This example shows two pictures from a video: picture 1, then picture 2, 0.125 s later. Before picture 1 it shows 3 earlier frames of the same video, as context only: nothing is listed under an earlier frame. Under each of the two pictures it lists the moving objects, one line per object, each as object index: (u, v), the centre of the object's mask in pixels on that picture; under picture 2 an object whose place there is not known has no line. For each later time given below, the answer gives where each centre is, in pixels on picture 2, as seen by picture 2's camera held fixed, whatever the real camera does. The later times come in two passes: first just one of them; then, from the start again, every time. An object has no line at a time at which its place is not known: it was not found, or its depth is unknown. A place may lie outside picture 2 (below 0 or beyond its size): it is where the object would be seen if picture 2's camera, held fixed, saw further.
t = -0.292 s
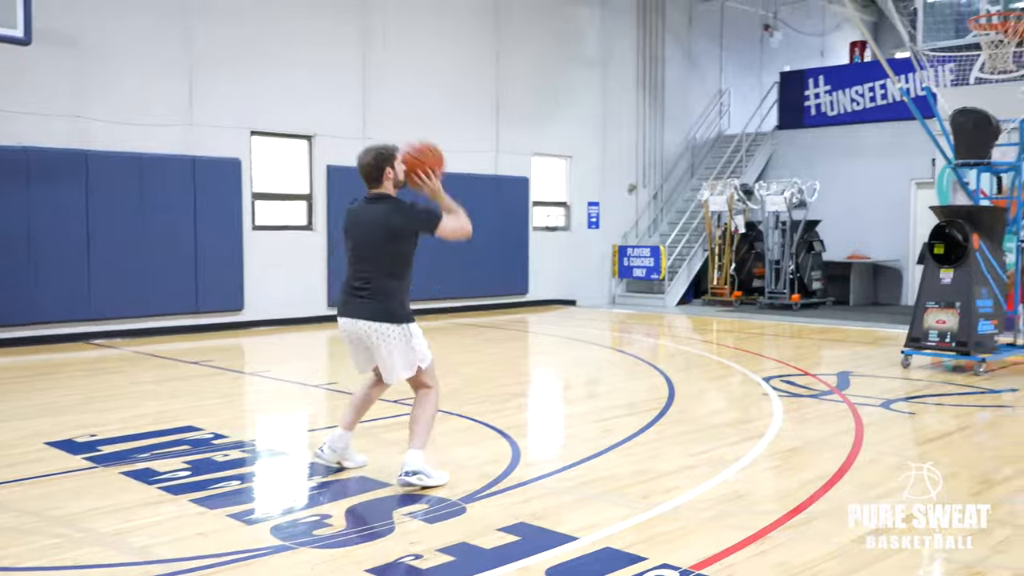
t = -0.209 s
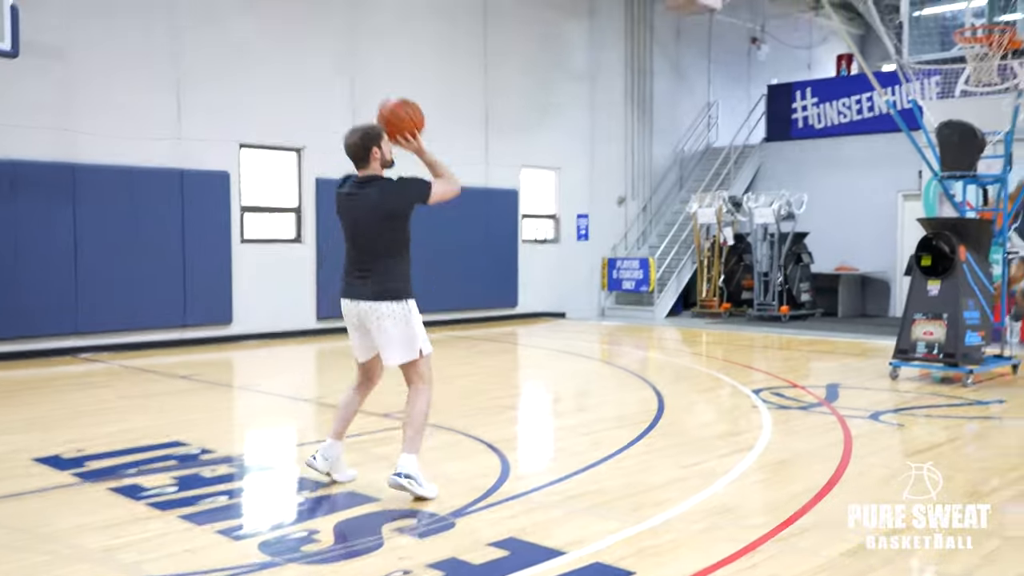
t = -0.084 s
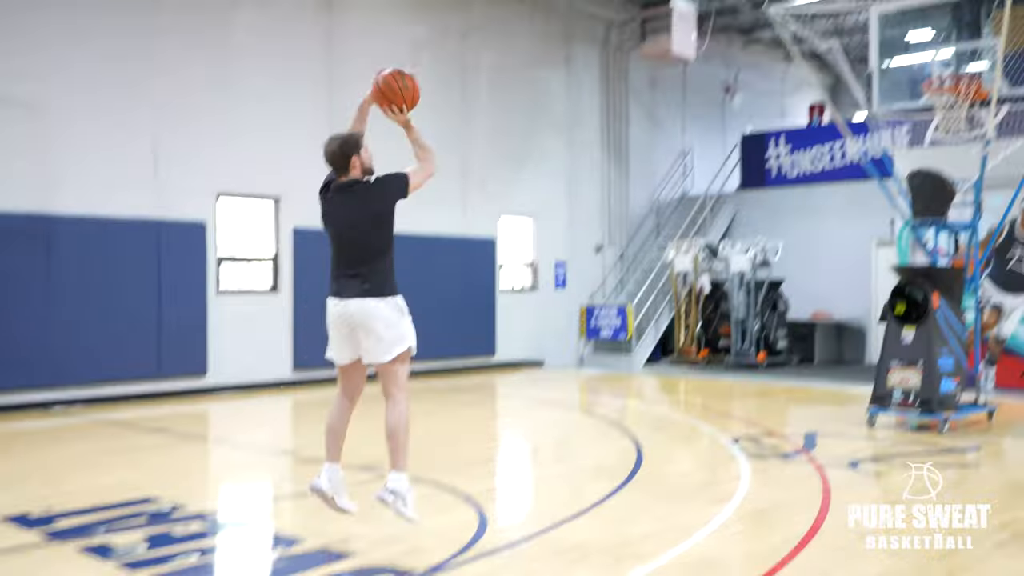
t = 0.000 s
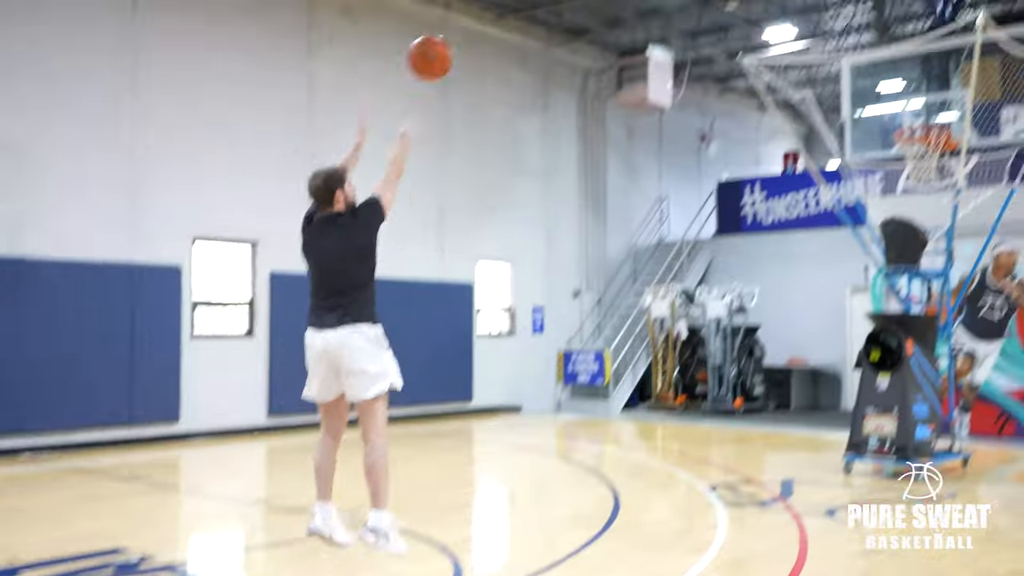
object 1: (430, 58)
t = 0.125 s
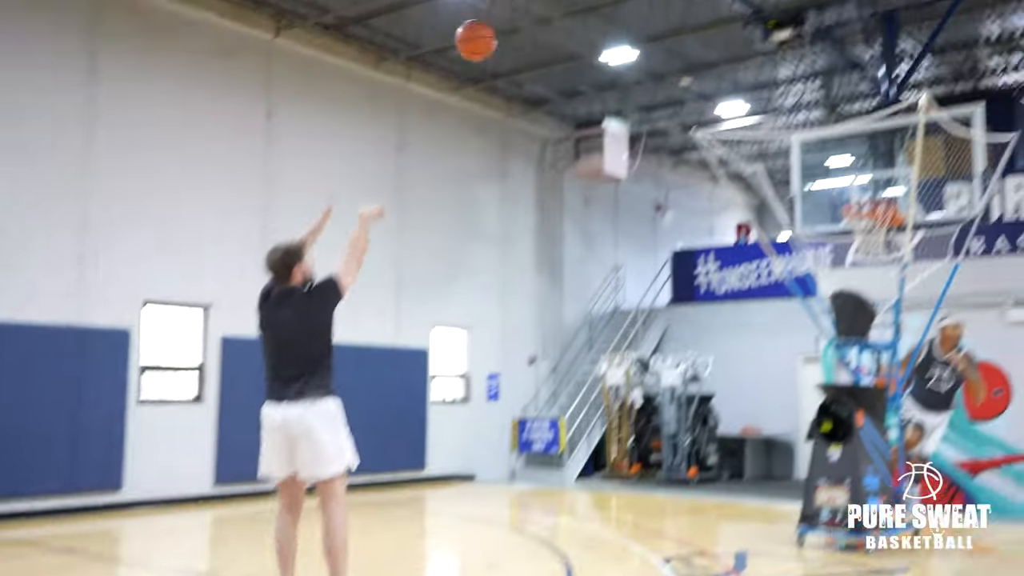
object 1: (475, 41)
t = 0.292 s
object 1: (568, -17)
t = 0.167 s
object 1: (501, 21)
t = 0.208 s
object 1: (525, 5)
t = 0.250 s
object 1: (547, -8)
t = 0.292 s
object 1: (568, -17)
